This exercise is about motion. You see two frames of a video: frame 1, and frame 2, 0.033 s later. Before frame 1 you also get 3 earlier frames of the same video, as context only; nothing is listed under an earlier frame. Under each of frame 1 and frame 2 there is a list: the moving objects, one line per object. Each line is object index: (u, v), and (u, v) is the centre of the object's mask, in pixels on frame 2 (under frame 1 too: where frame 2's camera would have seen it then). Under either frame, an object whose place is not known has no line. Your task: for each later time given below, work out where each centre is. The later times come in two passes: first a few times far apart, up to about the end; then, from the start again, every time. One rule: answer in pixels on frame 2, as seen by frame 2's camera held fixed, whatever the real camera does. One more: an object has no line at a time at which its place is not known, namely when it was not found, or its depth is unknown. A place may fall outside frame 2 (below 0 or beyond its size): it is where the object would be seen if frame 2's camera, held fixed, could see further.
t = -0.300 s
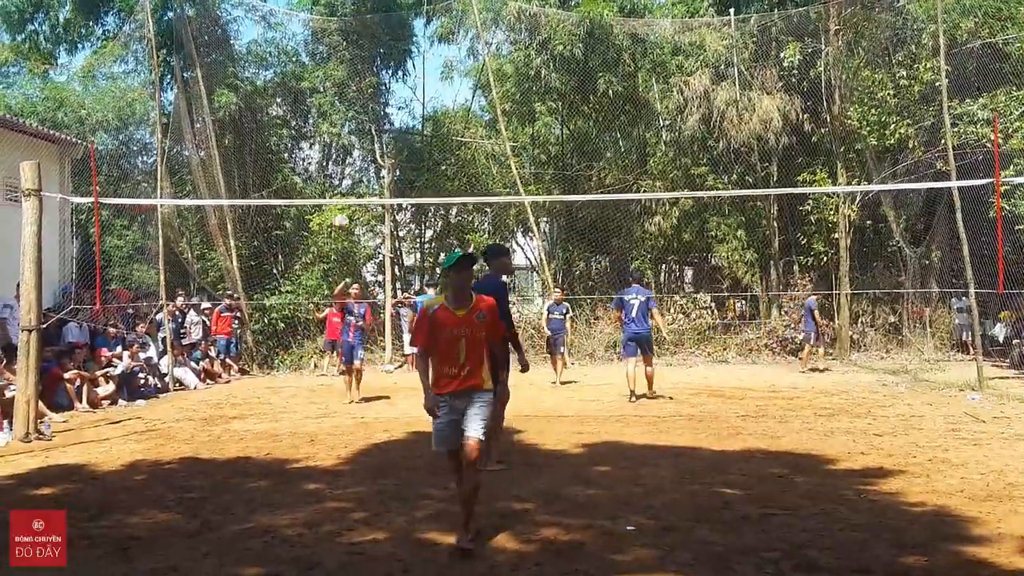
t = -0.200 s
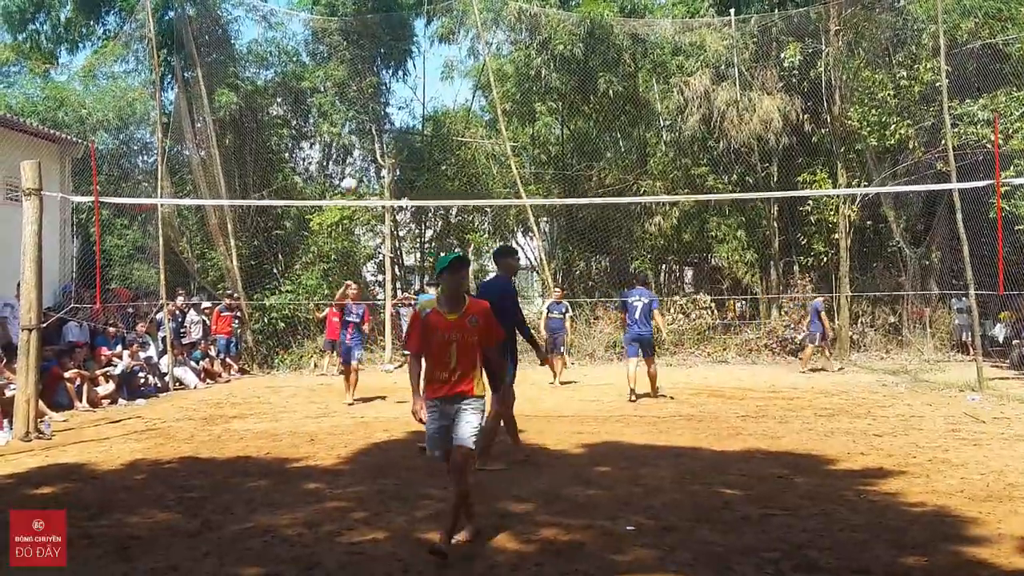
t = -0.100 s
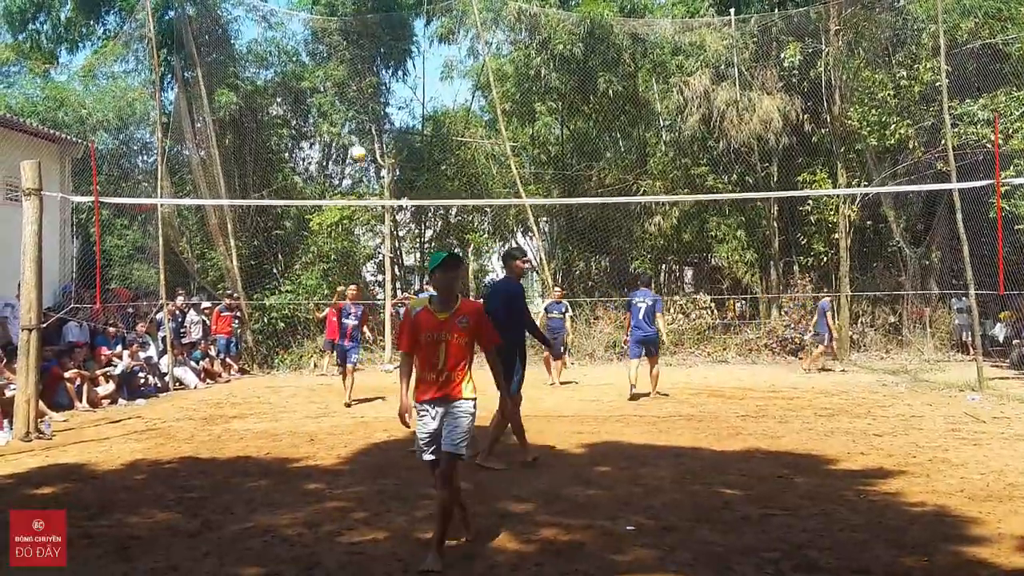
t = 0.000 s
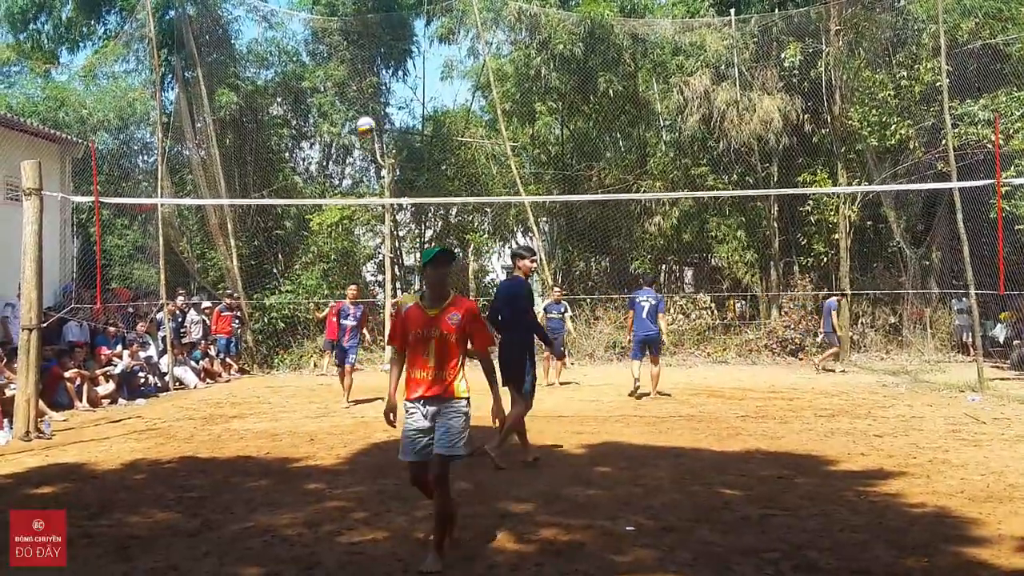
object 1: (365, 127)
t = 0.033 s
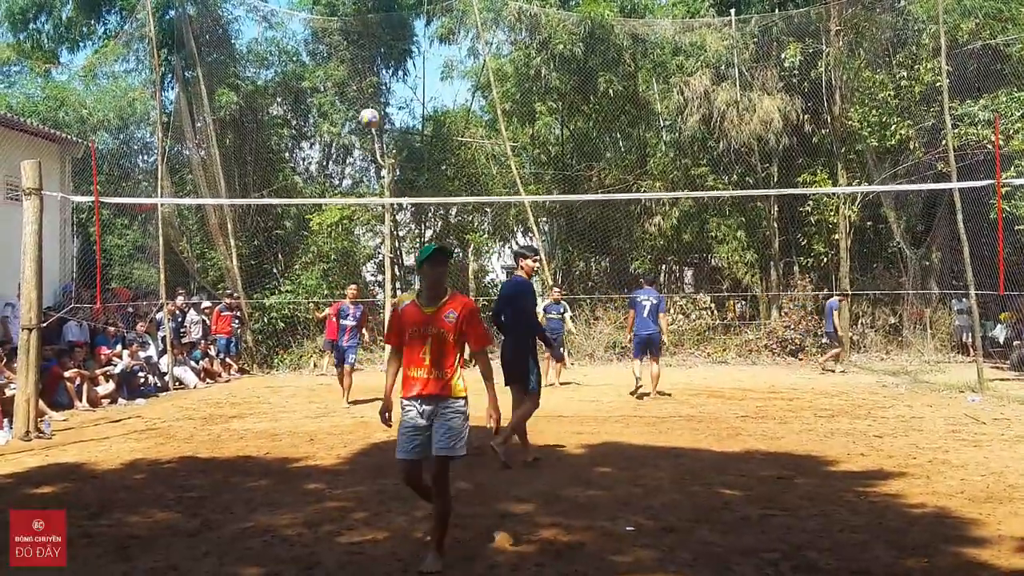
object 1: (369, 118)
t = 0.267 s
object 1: (393, 84)
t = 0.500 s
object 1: (425, 106)
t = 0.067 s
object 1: (372, 110)
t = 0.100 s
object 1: (375, 104)
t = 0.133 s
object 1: (379, 99)
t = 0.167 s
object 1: (381, 94)
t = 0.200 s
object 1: (386, 89)
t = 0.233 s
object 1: (390, 86)
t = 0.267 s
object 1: (393, 84)
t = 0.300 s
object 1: (397, 82)
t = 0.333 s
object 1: (401, 82)
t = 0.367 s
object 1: (405, 83)
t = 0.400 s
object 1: (410, 87)
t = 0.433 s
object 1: (415, 91)
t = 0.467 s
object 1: (420, 97)
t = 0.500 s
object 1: (425, 106)
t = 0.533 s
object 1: (430, 118)
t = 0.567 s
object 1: (437, 128)
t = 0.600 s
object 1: (444, 146)
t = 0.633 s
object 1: (450, 164)
